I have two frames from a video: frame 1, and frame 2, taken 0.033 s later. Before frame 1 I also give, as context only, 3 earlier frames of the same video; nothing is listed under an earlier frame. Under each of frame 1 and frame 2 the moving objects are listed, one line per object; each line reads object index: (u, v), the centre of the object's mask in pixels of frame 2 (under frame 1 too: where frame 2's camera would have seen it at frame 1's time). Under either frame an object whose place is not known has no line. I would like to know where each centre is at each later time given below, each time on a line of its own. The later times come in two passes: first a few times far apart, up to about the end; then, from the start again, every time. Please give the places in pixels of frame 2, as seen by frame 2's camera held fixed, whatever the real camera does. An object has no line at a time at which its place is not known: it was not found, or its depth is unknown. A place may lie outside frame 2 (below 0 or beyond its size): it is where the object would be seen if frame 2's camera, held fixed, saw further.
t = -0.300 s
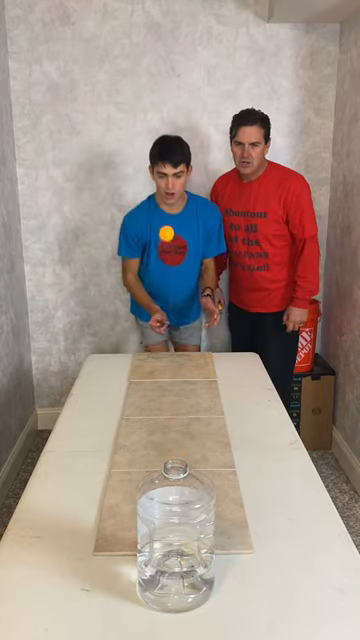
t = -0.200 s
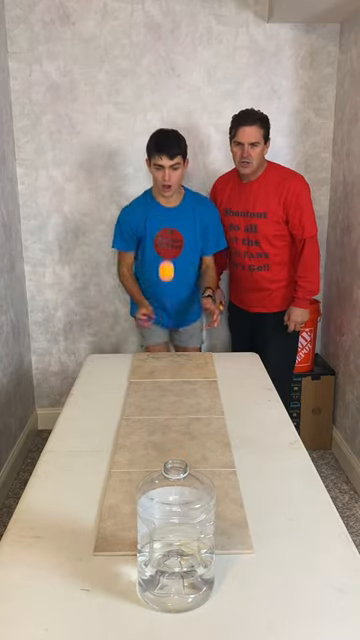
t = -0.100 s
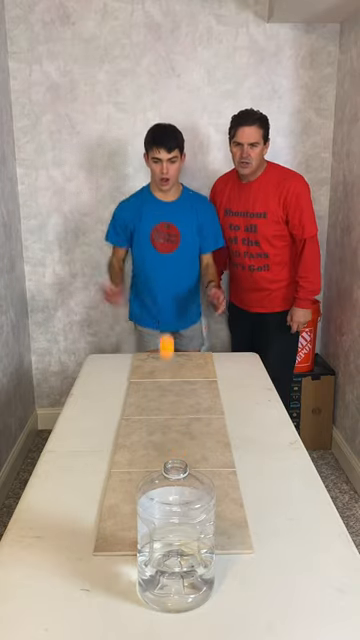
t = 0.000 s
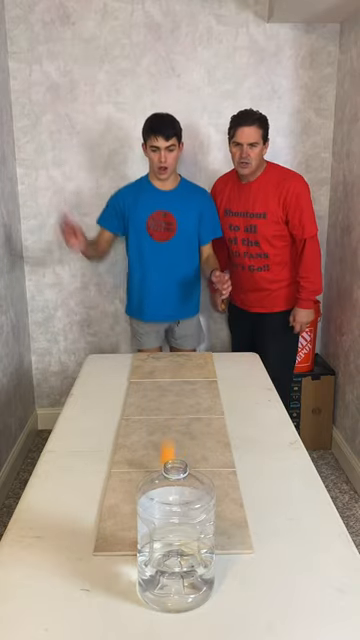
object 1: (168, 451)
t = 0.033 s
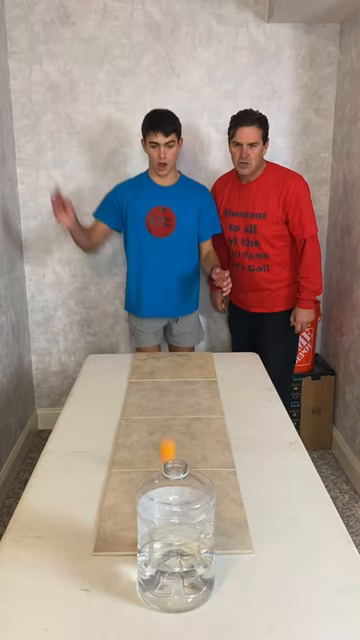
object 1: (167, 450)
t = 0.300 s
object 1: (171, 328)
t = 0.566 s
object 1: (166, 462)
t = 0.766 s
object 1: (118, 620)
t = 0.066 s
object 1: (168, 422)
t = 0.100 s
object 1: (168, 397)
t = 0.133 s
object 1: (168, 374)
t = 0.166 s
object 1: (169, 356)
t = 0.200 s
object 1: (169, 342)
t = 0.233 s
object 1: (170, 333)
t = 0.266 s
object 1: (171, 328)
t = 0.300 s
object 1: (171, 328)
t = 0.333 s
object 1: (173, 333)
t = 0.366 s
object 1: (174, 343)
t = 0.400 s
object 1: (175, 360)
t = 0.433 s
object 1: (176, 383)
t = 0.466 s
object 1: (177, 411)
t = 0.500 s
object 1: (179, 445)
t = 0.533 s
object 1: (174, 459)
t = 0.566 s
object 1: (166, 462)
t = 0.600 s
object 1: (157, 473)
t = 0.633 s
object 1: (150, 488)
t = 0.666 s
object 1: (142, 512)
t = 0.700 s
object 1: (133, 542)
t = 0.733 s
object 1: (125, 579)
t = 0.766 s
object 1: (118, 620)
